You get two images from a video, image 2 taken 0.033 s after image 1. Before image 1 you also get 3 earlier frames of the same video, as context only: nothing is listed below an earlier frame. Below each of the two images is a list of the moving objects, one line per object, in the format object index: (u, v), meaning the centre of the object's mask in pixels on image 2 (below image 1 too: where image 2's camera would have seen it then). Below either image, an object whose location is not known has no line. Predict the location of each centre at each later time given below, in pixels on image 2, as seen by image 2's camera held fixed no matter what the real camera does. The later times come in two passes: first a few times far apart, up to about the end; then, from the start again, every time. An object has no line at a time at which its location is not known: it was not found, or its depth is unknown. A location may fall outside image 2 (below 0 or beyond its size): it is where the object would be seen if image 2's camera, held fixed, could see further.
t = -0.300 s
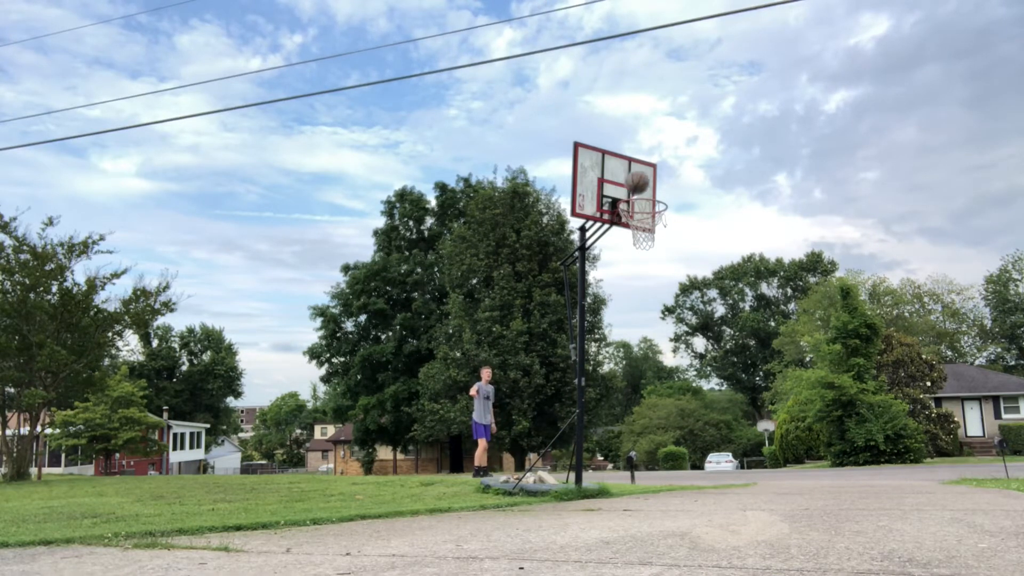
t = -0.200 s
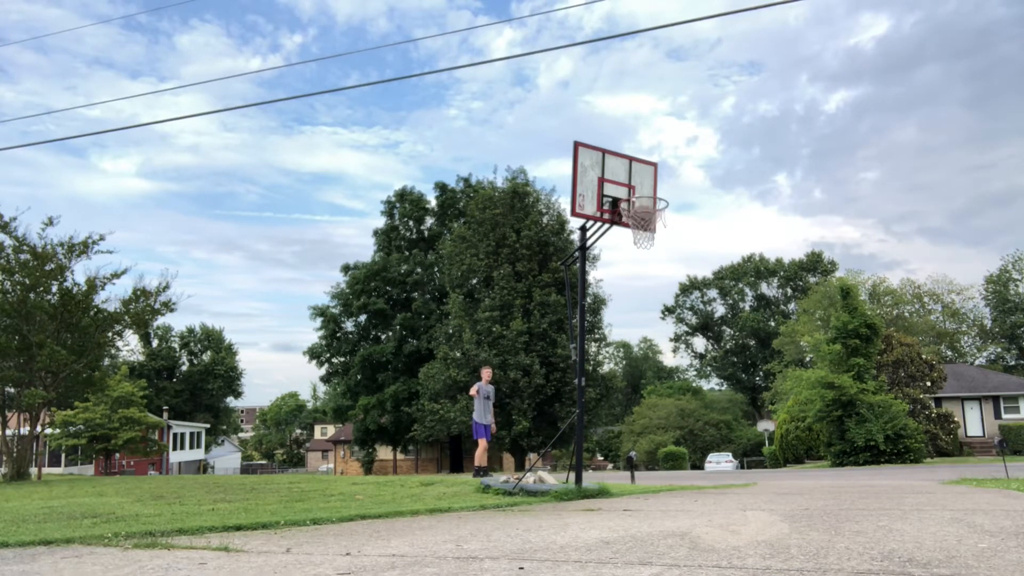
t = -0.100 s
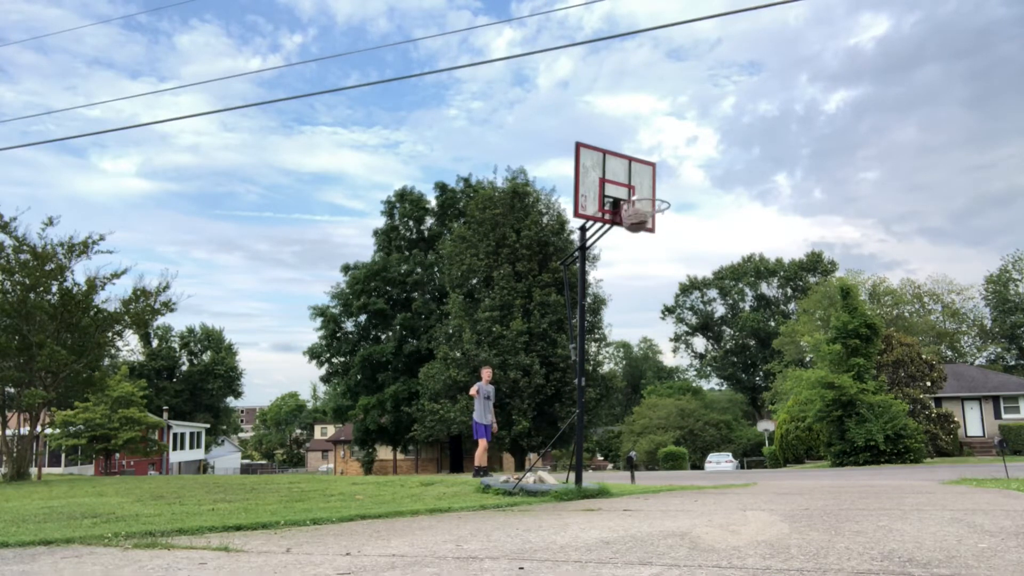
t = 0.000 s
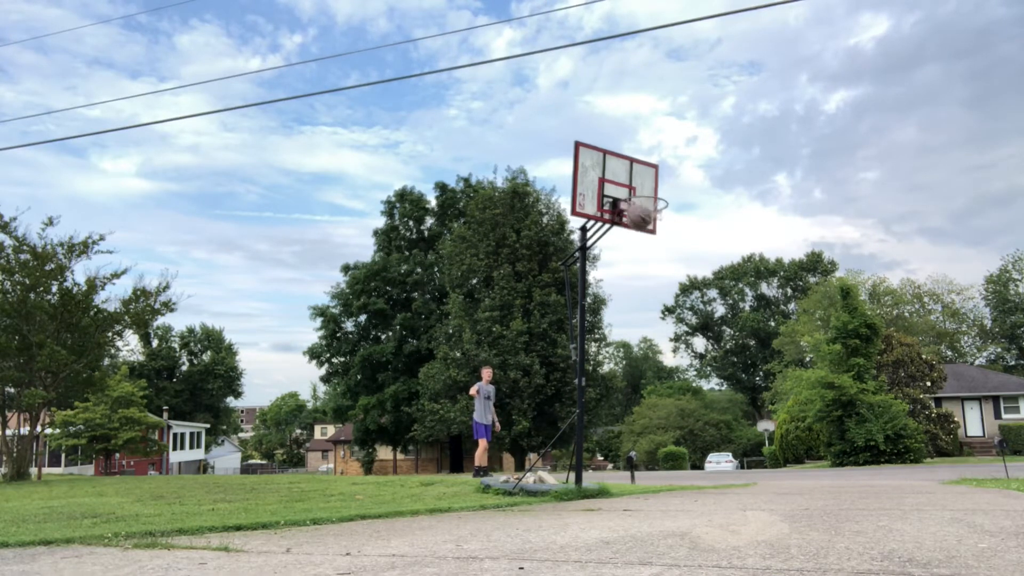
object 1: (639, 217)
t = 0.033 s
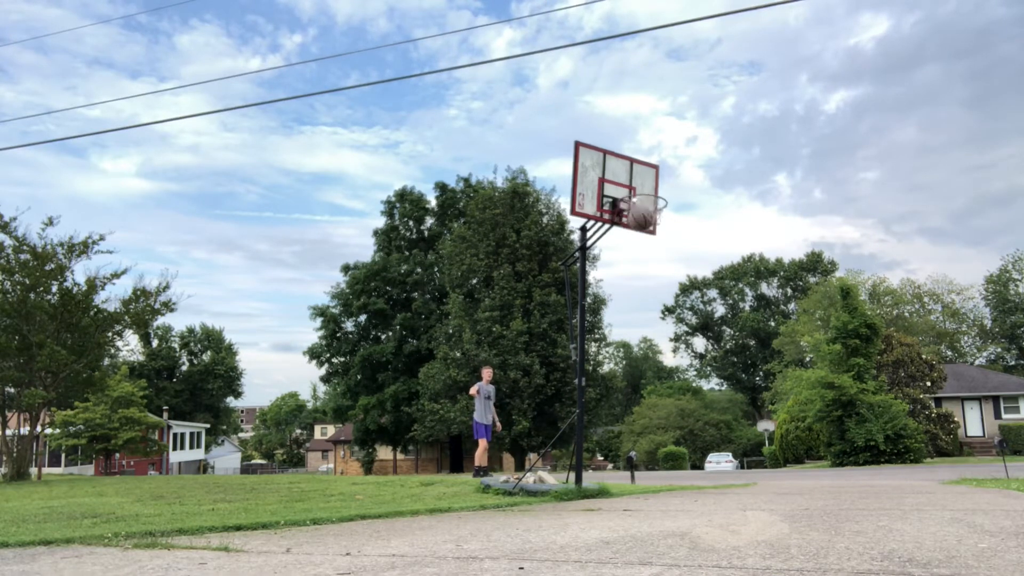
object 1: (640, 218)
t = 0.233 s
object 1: (651, 247)
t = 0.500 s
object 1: (667, 344)
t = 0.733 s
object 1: (685, 488)
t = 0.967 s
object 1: (687, 382)
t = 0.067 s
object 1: (643, 220)
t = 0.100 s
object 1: (645, 223)
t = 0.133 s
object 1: (645, 227)
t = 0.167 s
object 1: (647, 232)
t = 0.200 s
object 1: (649, 240)
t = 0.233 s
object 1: (651, 247)
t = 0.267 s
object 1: (652, 255)
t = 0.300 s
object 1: (654, 264)
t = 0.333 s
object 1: (656, 275)
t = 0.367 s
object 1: (658, 286)
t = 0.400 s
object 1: (660, 299)
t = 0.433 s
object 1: (662, 313)
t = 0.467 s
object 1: (665, 328)
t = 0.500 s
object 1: (667, 344)
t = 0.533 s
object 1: (669, 361)
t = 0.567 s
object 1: (671, 380)
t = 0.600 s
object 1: (674, 398)
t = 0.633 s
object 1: (676, 419)
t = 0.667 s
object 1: (679, 440)
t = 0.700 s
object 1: (681, 463)
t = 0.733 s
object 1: (685, 488)
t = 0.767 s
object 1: (685, 472)
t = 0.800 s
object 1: (685, 453)
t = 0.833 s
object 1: (685, 436)
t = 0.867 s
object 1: (685, 420)
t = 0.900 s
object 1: (686, 406)
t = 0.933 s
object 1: (687, 392)
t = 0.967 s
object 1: (687, 382)
